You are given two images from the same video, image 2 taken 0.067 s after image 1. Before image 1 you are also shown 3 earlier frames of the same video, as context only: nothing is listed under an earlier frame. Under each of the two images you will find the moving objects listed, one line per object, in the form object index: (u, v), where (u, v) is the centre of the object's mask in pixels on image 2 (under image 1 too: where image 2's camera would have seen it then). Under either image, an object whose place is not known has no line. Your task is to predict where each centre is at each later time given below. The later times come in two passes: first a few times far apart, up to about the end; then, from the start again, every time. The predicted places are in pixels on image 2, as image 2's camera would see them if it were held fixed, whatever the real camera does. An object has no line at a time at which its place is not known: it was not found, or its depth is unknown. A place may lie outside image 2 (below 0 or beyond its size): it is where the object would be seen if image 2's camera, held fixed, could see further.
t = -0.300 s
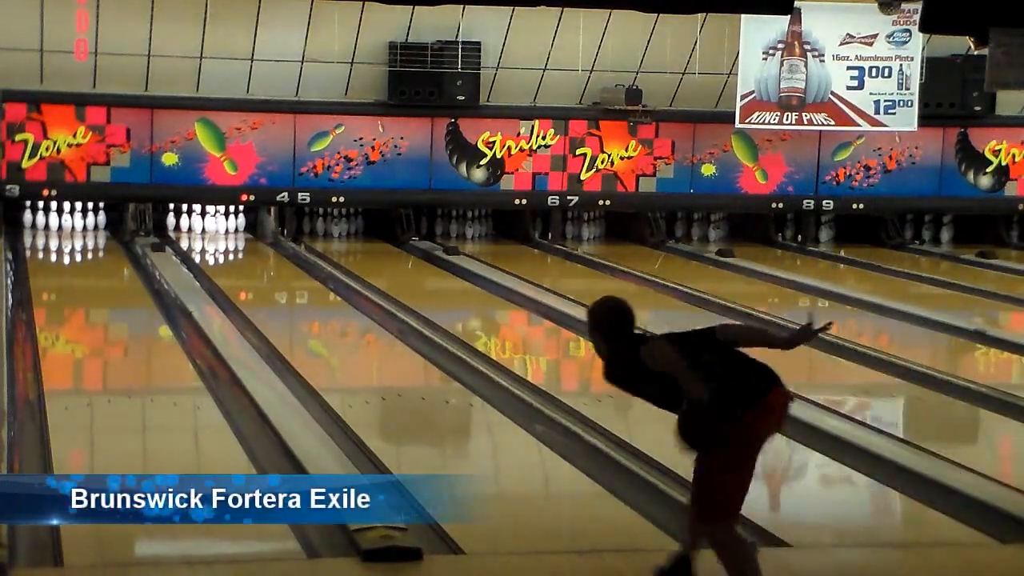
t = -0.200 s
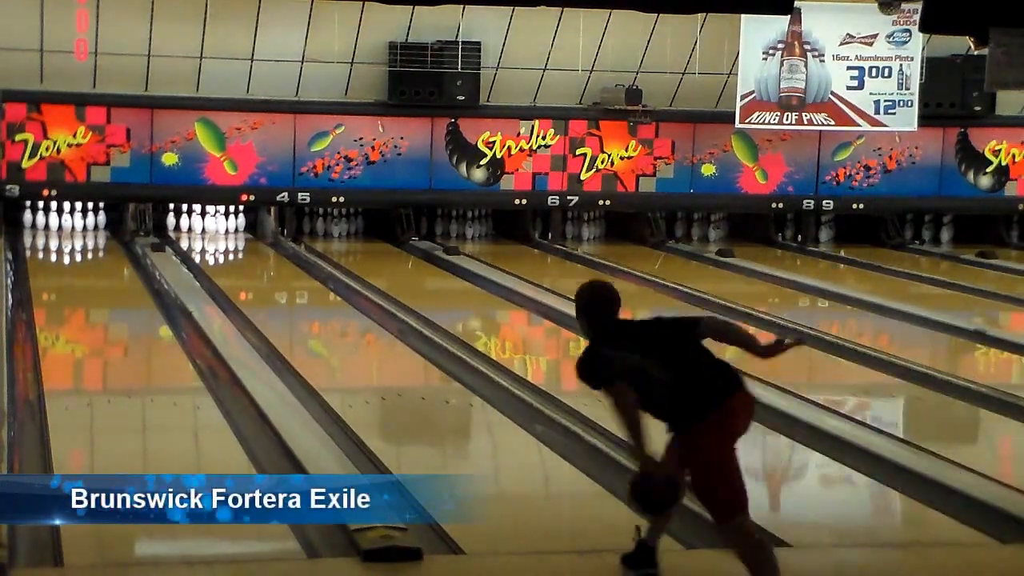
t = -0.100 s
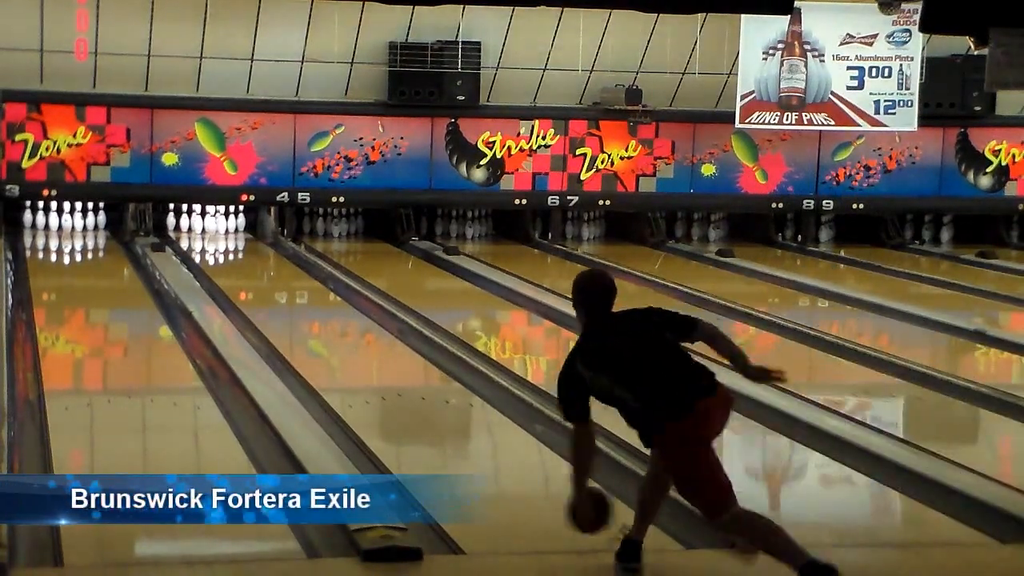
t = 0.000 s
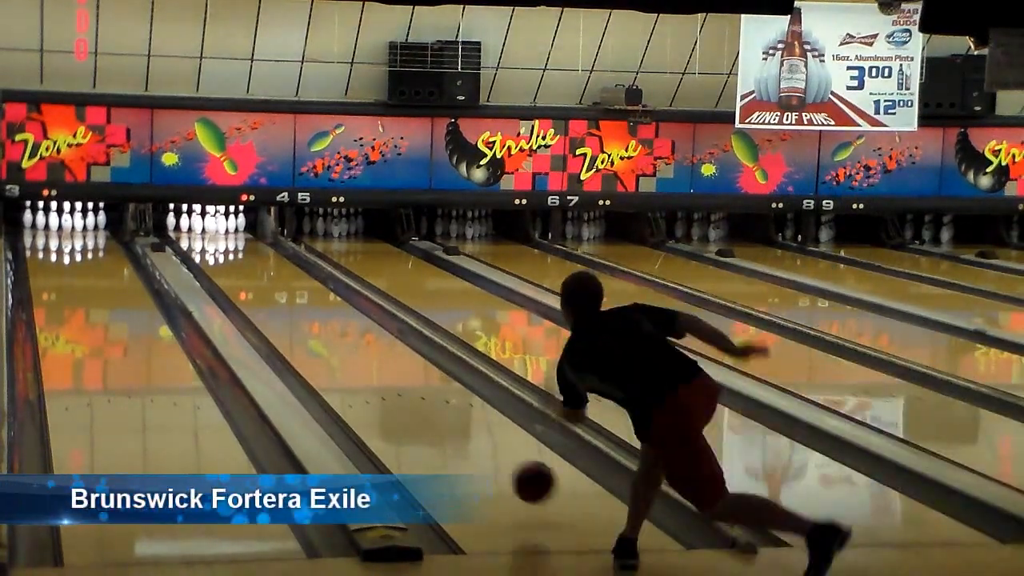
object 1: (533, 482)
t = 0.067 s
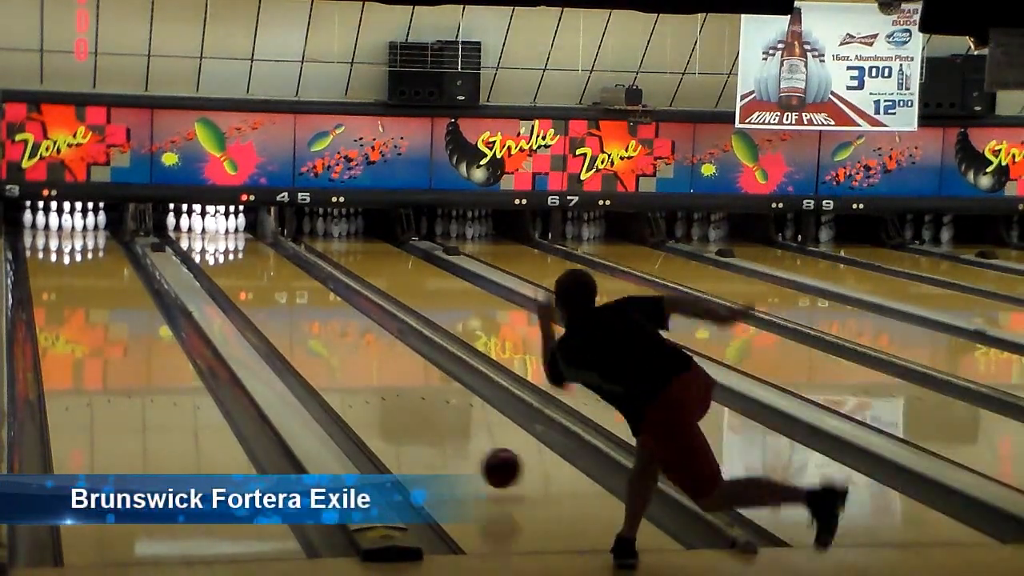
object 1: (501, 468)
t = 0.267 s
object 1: (423, 421)
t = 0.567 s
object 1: (339, 360)
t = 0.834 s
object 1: (288, 321)
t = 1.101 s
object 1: (250, 291)
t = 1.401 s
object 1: (222, 266)
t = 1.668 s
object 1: (208, 247)
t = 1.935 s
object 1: (206, 234)
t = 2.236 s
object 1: (205, 224)
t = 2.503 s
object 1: (203, 224)
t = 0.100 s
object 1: (486, 464)
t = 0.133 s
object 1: (472, 456)
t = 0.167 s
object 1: (459, 447)
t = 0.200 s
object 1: (446, 438)
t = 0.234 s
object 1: (434, 429)
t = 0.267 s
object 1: (423, 421)
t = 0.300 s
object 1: (412, 413)
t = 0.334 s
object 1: (401, 405)
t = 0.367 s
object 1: (391, 397)
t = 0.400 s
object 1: (381, 391)
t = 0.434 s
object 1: (372, 384)
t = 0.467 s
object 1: (363, 377)
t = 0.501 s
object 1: (355, 371)
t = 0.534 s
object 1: (347, 366)
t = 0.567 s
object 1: (339, 360)
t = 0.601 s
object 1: (332, 354)
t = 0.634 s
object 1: (326, 349)
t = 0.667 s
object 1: (318, 344)
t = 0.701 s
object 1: (311, 339)
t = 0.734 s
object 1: (305, 334)
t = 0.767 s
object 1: (299, 330)
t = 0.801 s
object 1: (293, 325)
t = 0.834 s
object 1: (288, 321)
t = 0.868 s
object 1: (282, 317)
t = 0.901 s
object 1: (277, 312)
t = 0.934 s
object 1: (272, 308)
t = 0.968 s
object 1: (268, 305)
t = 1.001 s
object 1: (263, 301)
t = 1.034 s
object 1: (258, 298)
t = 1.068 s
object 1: (254, 295)
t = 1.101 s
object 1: (250, 291)
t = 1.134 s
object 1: (247, 288)
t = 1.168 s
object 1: (243, 285)
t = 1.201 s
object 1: (240, 282)
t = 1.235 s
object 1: (236, 279)
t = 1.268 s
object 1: (233, 277)
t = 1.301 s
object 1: (230, 273)
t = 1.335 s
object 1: (227, 271)
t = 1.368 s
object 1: (225, 269)
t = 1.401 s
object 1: (222, 266)
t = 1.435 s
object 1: (219, 263)
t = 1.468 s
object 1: (217, 261)
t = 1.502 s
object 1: (215, 259)
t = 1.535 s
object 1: (213, 256)
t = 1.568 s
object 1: (211, 254)
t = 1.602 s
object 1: (210, 252)
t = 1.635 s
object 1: (209, 250)
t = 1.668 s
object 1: (208, 247)
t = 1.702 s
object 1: (207, 245)
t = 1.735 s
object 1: (207, 244)
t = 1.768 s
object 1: (206, 241)
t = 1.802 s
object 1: (206, 240)
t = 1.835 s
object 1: (206, 239)
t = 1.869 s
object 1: (206, 237)
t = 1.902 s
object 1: (206, 235)
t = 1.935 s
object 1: (206, 234)
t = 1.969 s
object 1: (206, 232)
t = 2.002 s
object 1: (206, 231)
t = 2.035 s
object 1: (207, 230)
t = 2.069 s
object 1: (207, 229)
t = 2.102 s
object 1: (206, 227)
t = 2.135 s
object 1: (206, 227)
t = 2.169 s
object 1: (206, 225)
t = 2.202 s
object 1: (206, 225)
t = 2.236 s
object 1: (205, 224)
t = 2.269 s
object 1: (204, 224)
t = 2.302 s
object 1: (203, 224)
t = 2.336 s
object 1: (203, 224)
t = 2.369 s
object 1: (203, 223)
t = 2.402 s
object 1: (204, 224)
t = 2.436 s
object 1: (204, 223)
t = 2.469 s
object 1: (204, 223)
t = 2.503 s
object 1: (203, 224)
